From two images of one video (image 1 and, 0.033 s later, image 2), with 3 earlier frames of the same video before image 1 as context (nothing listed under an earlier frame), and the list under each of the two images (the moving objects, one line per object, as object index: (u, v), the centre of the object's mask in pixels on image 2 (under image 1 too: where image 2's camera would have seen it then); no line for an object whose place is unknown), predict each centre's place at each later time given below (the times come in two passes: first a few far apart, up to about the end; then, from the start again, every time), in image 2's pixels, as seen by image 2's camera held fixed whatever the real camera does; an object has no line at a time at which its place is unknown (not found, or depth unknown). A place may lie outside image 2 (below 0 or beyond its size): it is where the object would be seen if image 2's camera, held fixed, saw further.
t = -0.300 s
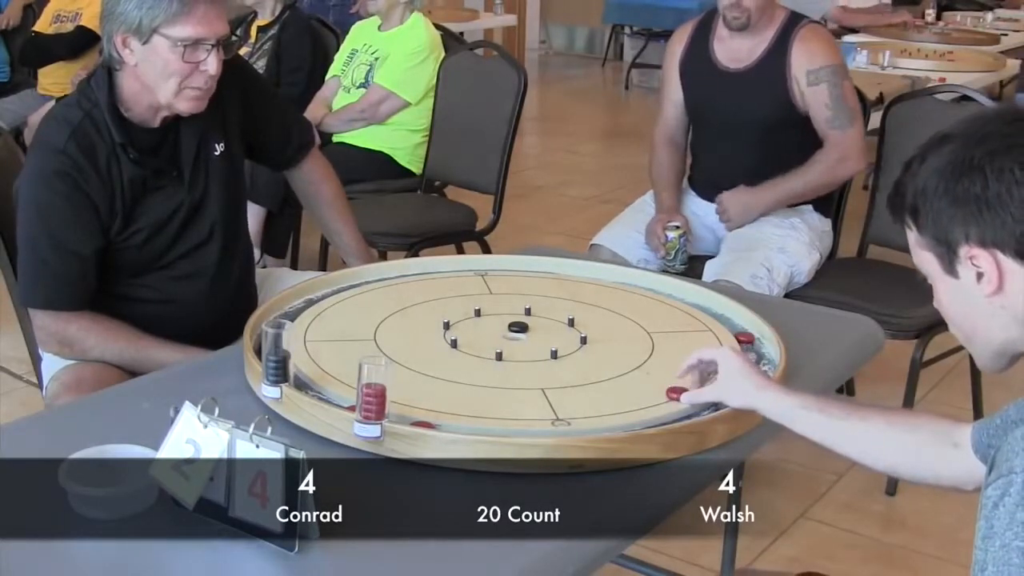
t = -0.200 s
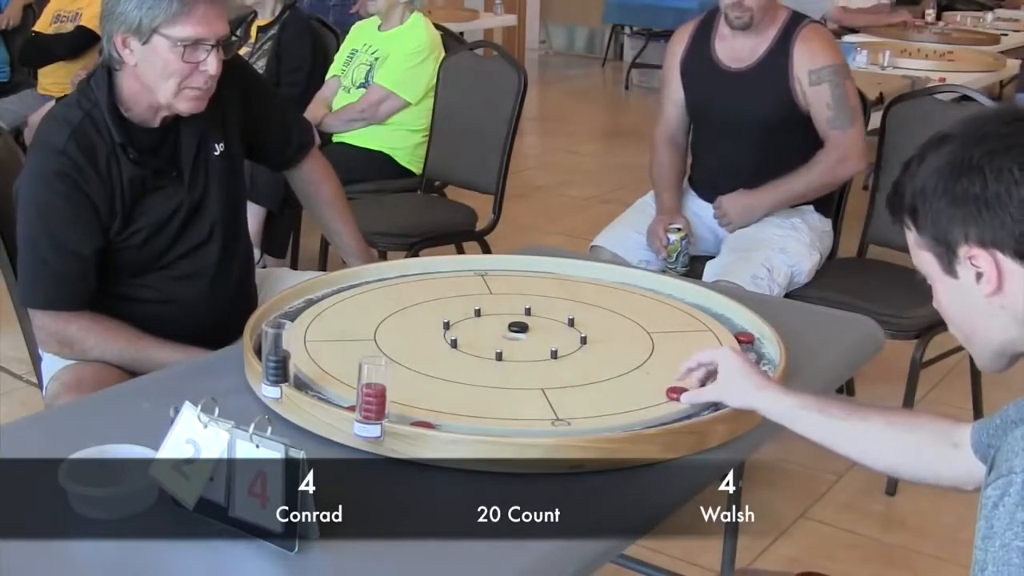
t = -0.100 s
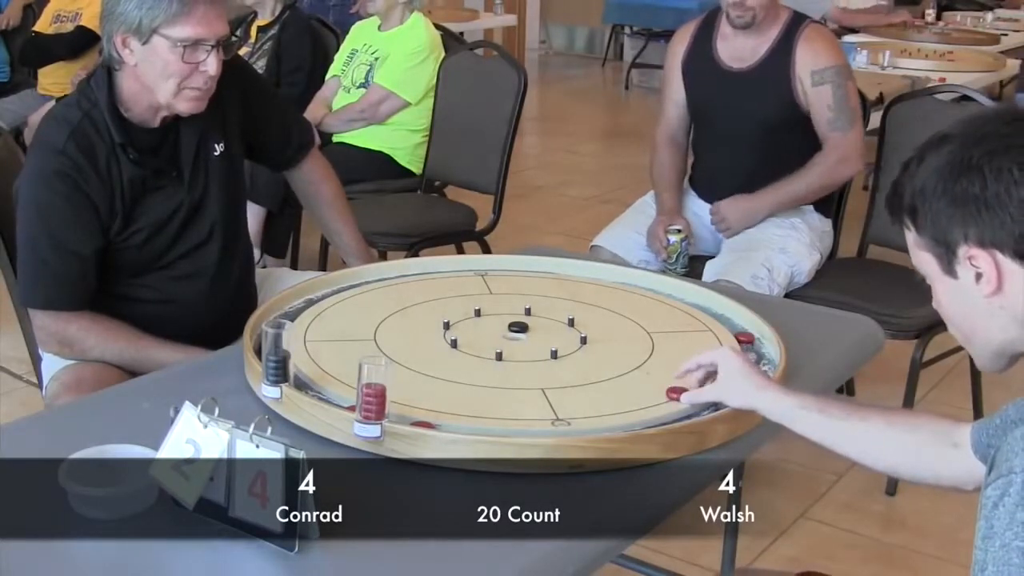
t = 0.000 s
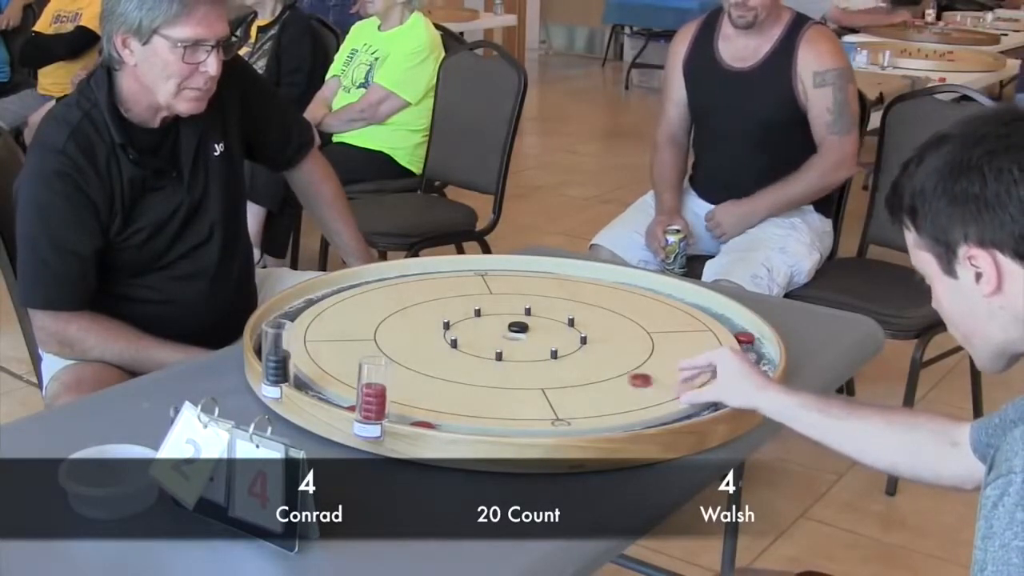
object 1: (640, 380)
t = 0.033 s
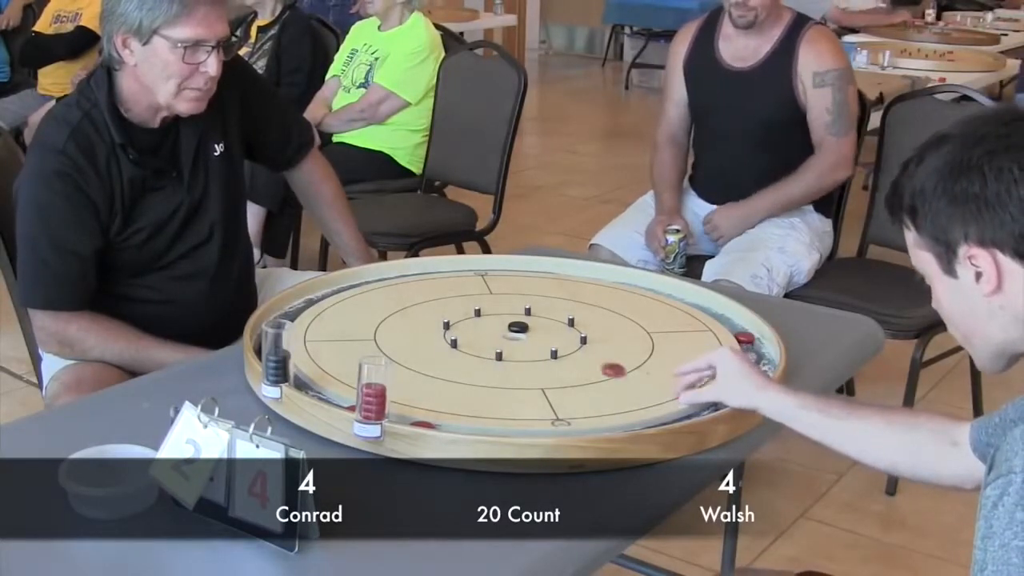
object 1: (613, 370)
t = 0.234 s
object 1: (522, 326)
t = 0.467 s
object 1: (552, 316)
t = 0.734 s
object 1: (558, 317)
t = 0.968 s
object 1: (560, 316)
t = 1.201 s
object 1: (558, 317)
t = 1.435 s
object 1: (559, 316)
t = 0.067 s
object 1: (587, 360)
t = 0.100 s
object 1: (565, 350)
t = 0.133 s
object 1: (538, 342)
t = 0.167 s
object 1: (516, 336)
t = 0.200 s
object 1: (516, 329)
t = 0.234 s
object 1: (522, 326)
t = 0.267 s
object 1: (527, 326)
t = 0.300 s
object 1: (532, 322)
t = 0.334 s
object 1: (537, 320)
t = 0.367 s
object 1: (541, 321)
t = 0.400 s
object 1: (545, 322)
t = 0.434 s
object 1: (549, 318)
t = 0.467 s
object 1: (552, 316)
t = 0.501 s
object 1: (555, 316)
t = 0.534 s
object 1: (558, 320)
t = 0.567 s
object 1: (558, 316)
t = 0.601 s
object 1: (557, 316)
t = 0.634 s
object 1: (557, 318)
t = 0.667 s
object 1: (557, 317)
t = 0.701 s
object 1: (559, 317)
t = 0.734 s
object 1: (558, 317)
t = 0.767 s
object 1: (559, 317)
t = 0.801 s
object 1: (559, 316)
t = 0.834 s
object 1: (560, 316)
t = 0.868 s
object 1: (560, 316)
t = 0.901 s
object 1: (560, 316)
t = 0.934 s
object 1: (560, 315)
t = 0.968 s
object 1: (560, 316)
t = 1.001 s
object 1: (559, 316)
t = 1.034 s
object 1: (558, 315)
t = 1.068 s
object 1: (558, 316)
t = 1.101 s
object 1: (558, 316)
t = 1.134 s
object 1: (558, 317)
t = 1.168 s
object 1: (558, 316)
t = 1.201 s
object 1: (558, 317)
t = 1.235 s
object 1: (558, 317)
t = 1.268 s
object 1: (559, 316)
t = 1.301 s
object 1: (559, 316)
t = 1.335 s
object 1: (559, 316)
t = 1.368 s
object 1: (559, 316)
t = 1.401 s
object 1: (559, 316)
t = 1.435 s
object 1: (559, 316)
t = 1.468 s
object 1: (559, 316)
